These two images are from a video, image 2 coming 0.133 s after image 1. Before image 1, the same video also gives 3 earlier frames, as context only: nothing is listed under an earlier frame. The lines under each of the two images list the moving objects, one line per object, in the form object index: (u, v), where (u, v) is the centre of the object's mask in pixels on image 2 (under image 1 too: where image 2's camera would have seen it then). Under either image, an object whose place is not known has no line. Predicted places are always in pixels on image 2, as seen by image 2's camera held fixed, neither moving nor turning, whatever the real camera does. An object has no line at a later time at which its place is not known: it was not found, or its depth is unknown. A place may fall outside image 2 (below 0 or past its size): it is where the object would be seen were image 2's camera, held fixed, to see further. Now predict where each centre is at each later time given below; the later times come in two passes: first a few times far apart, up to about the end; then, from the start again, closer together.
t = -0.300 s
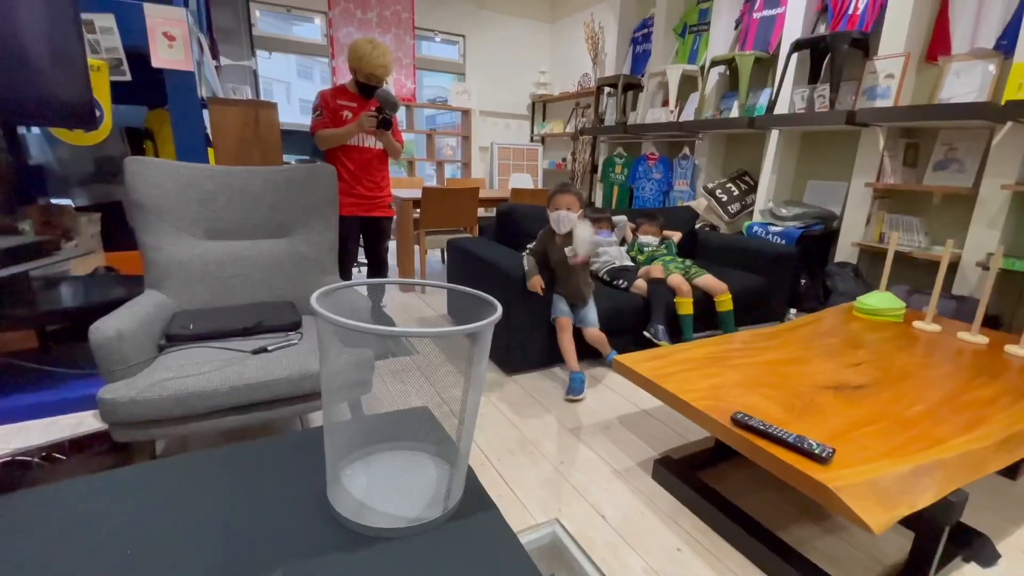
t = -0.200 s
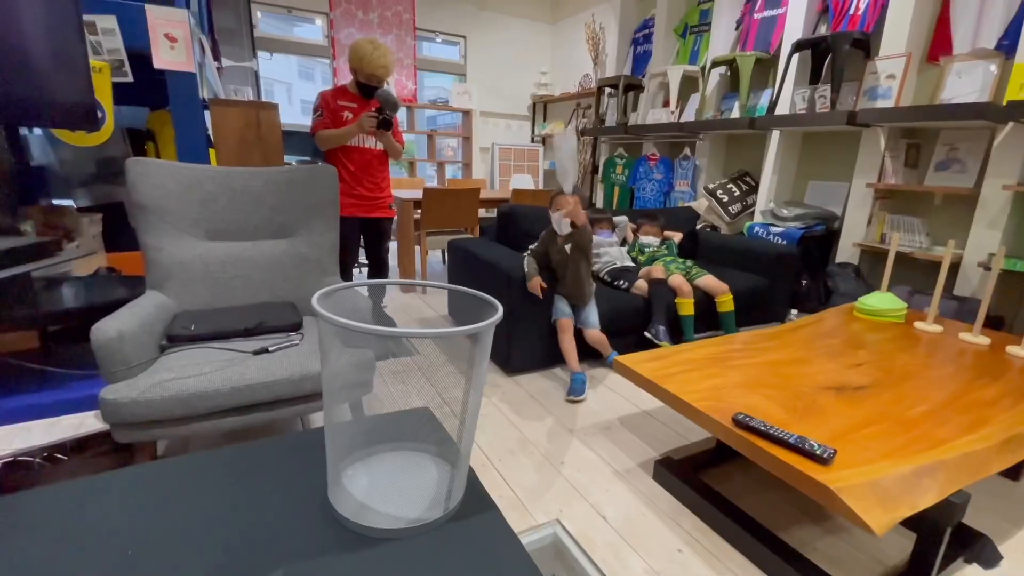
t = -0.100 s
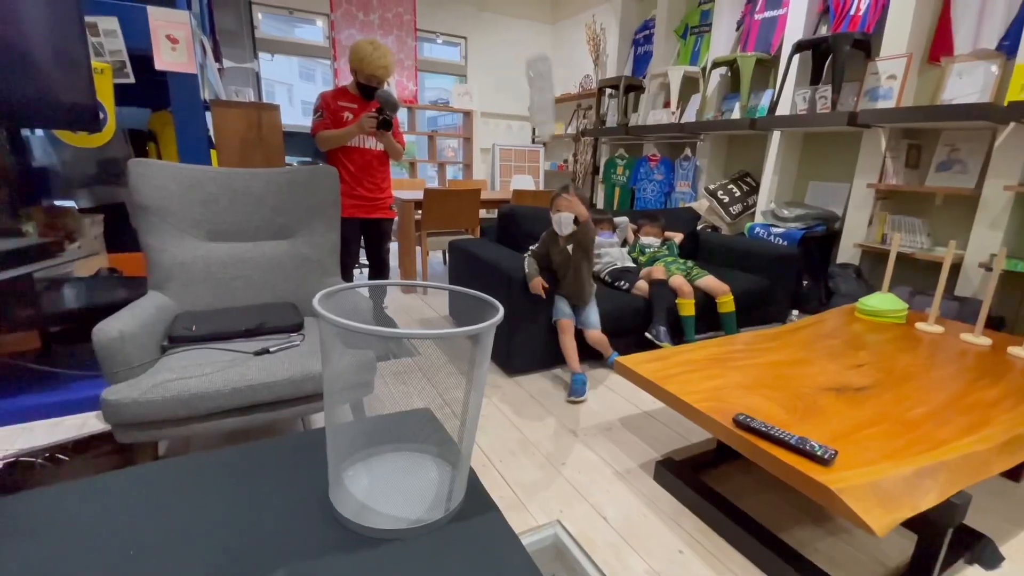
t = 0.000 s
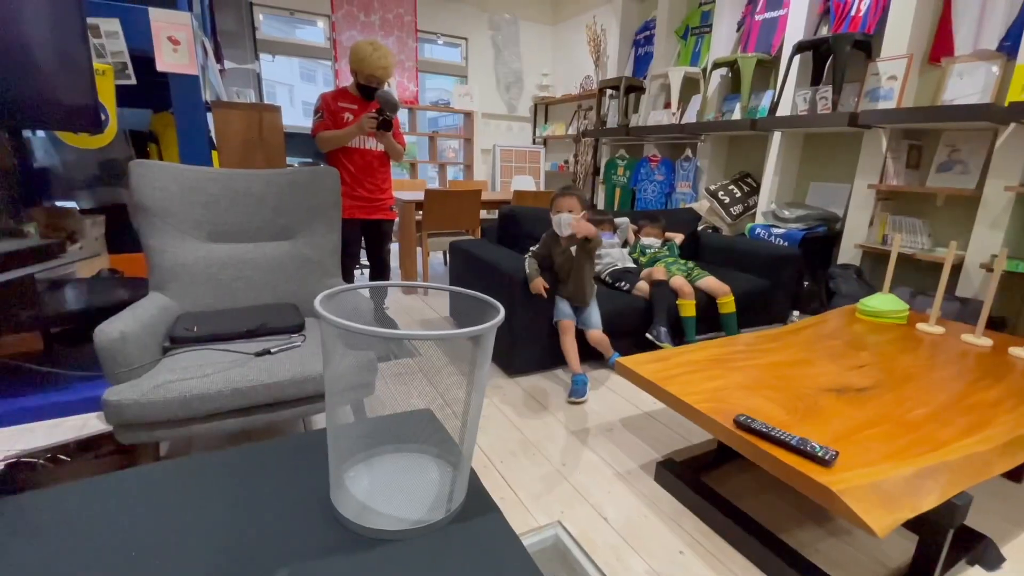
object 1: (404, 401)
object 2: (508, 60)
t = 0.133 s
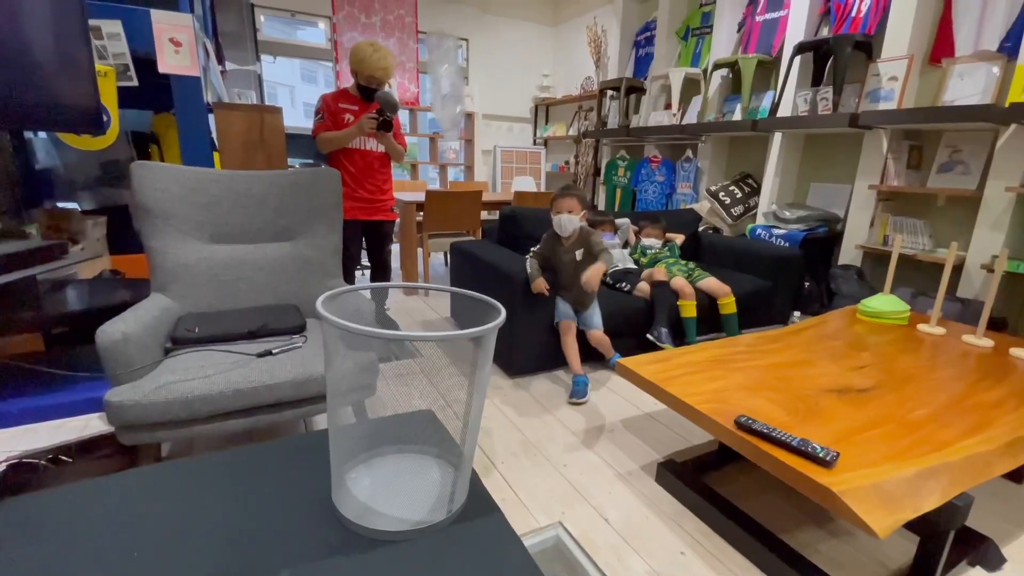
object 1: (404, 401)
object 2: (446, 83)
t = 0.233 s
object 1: (404, 401)
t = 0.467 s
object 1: (374, 393)
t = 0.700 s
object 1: (424, 397)
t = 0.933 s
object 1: (432, 392)
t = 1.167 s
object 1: (430, 393)
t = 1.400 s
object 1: (437, 392)
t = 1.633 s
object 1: (433, 392)
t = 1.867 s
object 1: (436, 392)
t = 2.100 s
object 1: (435, 392)
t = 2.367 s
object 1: (434, 392)
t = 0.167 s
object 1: (404, 401)
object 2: (427, 108)
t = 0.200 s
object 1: (404, 401)
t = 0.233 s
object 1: (404, 401)
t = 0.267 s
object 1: (404, 401)
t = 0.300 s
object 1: (406, 405)
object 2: (346, 272)
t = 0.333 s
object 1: (400, 407)
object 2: (342, 294)
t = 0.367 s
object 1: (391, 401)
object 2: (344, 325)
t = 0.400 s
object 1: (381, 395)
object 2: (354, 363)
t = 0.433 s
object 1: (377, 394)
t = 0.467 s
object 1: (374, 393)
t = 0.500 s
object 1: (373, 396)
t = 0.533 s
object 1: (377, 395)
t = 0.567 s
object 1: (385, 396)
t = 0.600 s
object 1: (395, 396)
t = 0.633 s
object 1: (406, 396)
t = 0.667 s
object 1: (416, 397)
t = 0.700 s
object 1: (424, 397)
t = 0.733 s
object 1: (429, 397)
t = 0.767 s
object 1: (432, 396)
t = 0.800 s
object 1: (433, 395)
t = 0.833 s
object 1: (434, 393)
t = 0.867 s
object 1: (434, 392)
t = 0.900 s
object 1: (433, 392)
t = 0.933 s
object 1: (432, 392)
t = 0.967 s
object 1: (432, 392)
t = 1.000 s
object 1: (431, 393)
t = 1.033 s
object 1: (430, 392)
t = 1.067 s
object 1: (429, 390)
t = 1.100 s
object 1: (429, 391)
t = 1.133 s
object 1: (429, 391)
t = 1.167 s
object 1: (430, 393)
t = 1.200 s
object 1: (432, 392)
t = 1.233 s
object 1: (435, 393)
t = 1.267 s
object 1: (438, 393)
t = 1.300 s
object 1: (439, 392)
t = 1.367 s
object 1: (439, 392)
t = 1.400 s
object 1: (437, 392)
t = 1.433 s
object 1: (436, 393)
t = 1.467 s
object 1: (435, 393)
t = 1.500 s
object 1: (434, 392)
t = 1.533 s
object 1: (432, 392)
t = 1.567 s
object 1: (432, 392)
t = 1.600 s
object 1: (432, 392)
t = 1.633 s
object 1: (433, 392)
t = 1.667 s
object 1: (435, 392)
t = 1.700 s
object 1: (436, 393)
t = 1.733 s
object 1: (437, 392)
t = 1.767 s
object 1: (437, 392)
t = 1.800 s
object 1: (437, 392)
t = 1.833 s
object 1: (437, 392)
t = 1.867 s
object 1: (436, 392)
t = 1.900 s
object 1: (435, 392)
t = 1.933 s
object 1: (434, 392)
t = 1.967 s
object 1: (433, 392)
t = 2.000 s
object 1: (433, 392)
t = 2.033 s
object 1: (434, 392)
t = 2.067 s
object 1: (434, 392)
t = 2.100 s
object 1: (435, 392)
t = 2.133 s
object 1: (436, 392)
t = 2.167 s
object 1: (436, 392)
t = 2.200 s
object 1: (436, 392)
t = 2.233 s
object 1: (435, 392)
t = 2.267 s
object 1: (435, 392)
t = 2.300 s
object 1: (434, 392)
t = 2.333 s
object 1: (434, 392)
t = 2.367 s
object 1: (434, 392)
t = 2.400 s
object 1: (434, 392)
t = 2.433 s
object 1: (434, 392)
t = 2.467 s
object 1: (435, 392)
